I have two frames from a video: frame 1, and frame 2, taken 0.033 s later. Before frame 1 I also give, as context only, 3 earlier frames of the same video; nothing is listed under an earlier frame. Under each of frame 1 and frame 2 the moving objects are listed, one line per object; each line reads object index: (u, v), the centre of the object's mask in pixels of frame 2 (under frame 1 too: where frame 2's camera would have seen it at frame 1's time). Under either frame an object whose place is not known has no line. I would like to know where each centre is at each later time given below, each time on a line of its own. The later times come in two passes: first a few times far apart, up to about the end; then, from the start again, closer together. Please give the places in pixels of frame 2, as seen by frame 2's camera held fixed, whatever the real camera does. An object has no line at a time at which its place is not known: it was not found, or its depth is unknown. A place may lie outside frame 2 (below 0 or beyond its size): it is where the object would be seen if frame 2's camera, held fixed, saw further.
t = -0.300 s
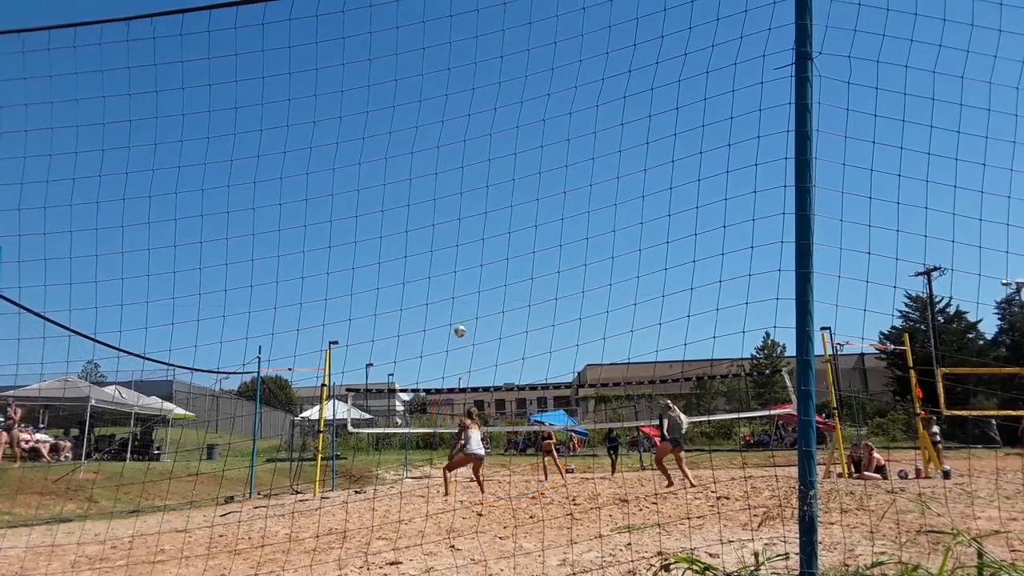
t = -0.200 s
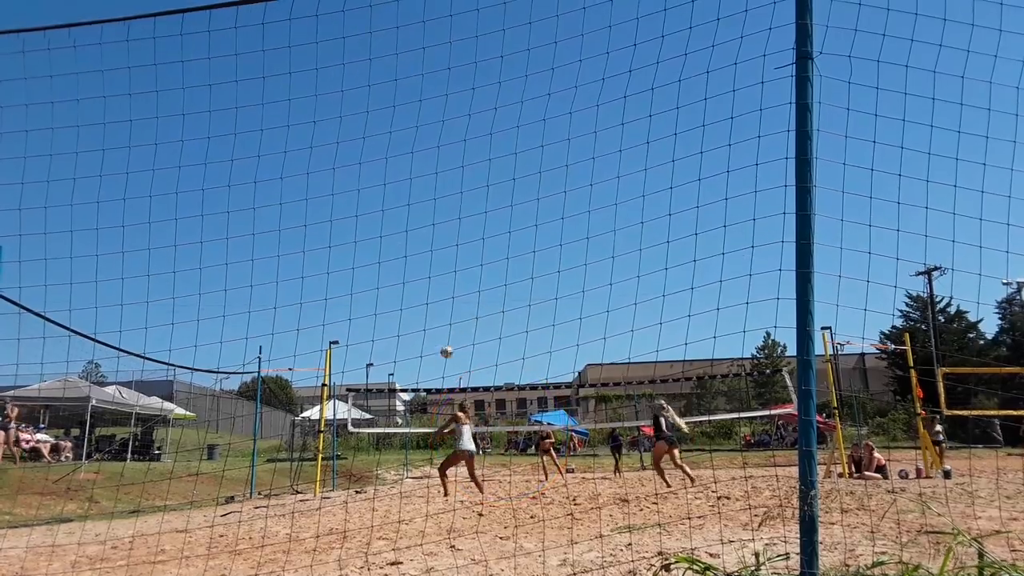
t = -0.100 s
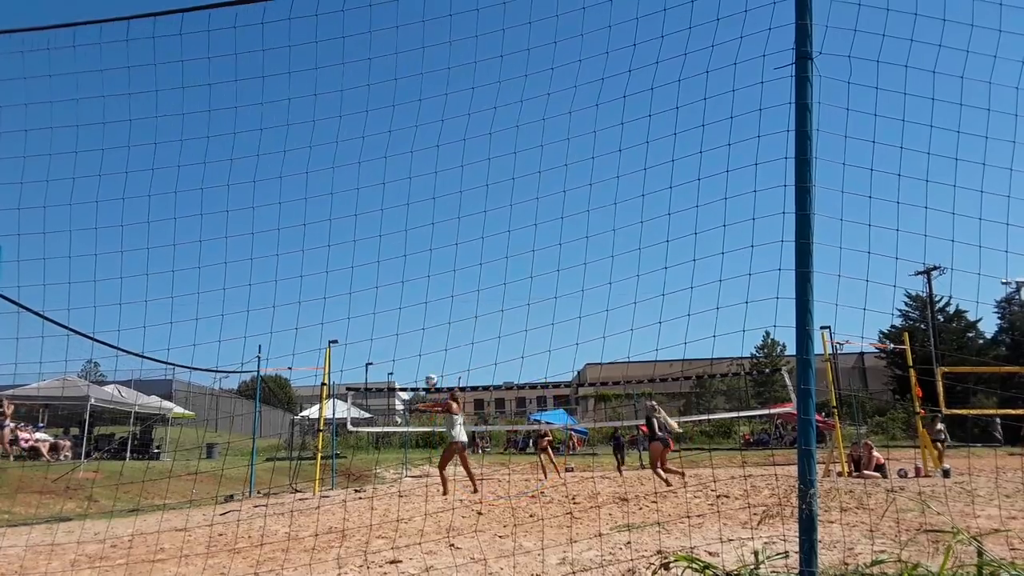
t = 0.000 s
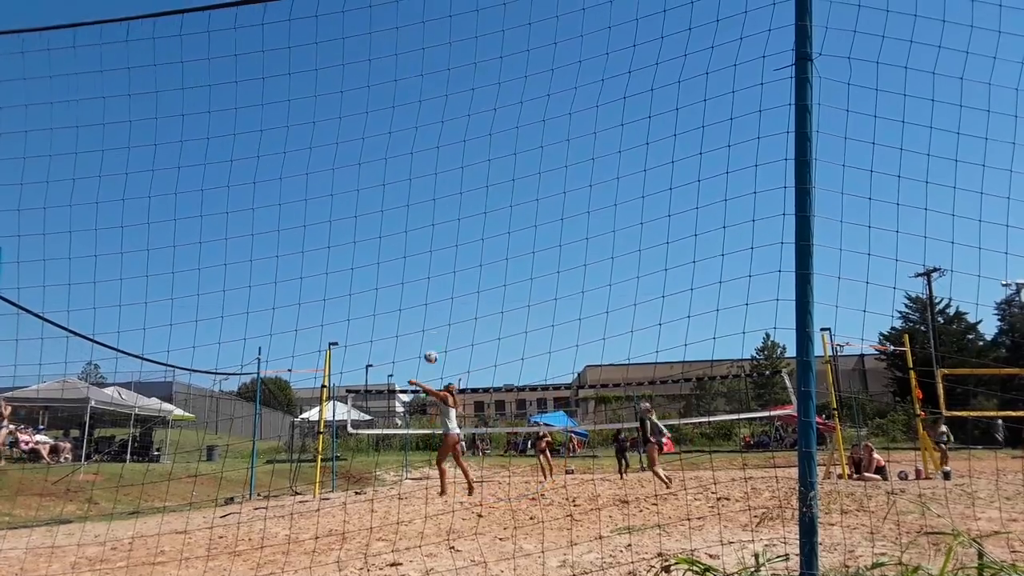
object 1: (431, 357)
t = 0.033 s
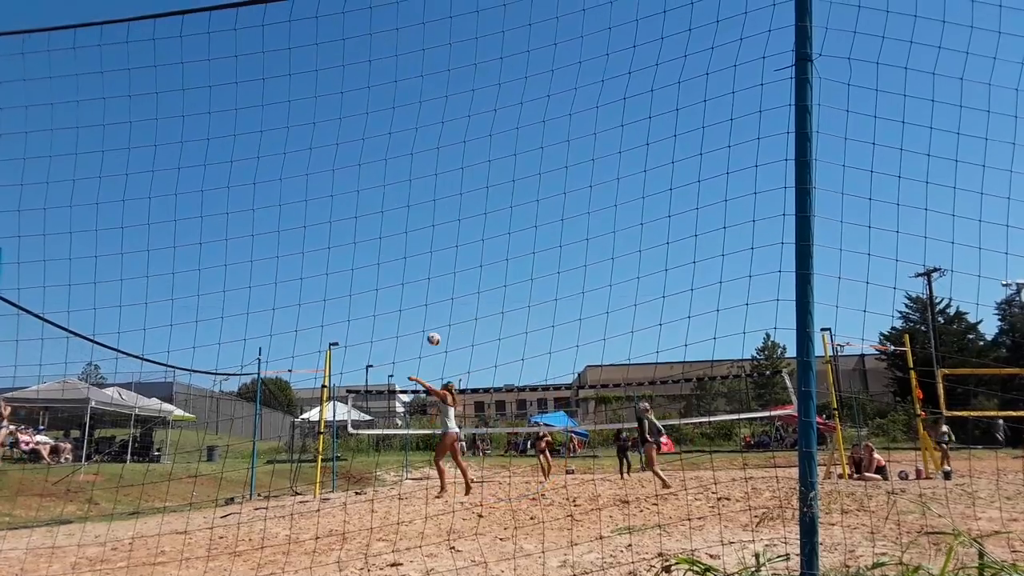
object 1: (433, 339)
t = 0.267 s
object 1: (450, 239)
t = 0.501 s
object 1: (465, 181)
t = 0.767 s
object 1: (481, 154)
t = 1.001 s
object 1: (495, 158)
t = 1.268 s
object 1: (510, 193)
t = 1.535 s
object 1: (525, 257)
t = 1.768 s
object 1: (539, 347)
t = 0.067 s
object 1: (436, 322)
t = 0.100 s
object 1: (439, 305)
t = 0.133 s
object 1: (441, 290)
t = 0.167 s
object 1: (443, 276)
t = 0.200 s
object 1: (446, 263)
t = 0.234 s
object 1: (448, 250)
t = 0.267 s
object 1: (450, 239)
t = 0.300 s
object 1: (452, 229)
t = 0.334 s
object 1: (454, 219)
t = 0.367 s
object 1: (457, 210)
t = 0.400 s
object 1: (459, 202)
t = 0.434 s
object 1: (461, 194)
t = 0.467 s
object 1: (463, 188)
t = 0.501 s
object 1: (465, 181)
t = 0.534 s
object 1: (467, 175)
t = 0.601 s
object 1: (471, 166)
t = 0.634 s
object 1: (473, 163)
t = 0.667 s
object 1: (475, 160)
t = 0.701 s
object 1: (477, 157)
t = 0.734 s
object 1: (479, 155)
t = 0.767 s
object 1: (481, 154)
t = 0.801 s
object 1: (483, 152)
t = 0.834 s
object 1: (485, 152)
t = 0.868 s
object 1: (487, 152)
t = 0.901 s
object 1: (489, 153)
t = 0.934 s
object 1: (491, 154)
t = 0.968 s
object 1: (493, 156)
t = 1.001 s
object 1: (495, 158)
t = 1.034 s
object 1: (497, 161)
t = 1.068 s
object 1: (499, 164)
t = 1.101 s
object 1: (500, 167)
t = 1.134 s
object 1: (503, 172)
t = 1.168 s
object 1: (505, 176)
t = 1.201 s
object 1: (506, 181)
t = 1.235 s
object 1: (508, 187)
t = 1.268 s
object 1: (510, 193)
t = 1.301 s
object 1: (512, 200)
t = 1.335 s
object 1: (514, 207)
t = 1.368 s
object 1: (516, 214)
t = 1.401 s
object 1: (518, 221)
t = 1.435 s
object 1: (519, 230)
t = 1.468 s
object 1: (522, 239)
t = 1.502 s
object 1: (523, 248)
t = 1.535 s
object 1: (525, 257)
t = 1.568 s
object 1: (527, 267)
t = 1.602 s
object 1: (529, 278)
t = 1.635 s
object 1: (530, 288)
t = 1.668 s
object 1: (532, 300)
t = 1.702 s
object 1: (533, 310)
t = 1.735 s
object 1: (536, 322)
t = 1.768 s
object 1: (539, 347)
